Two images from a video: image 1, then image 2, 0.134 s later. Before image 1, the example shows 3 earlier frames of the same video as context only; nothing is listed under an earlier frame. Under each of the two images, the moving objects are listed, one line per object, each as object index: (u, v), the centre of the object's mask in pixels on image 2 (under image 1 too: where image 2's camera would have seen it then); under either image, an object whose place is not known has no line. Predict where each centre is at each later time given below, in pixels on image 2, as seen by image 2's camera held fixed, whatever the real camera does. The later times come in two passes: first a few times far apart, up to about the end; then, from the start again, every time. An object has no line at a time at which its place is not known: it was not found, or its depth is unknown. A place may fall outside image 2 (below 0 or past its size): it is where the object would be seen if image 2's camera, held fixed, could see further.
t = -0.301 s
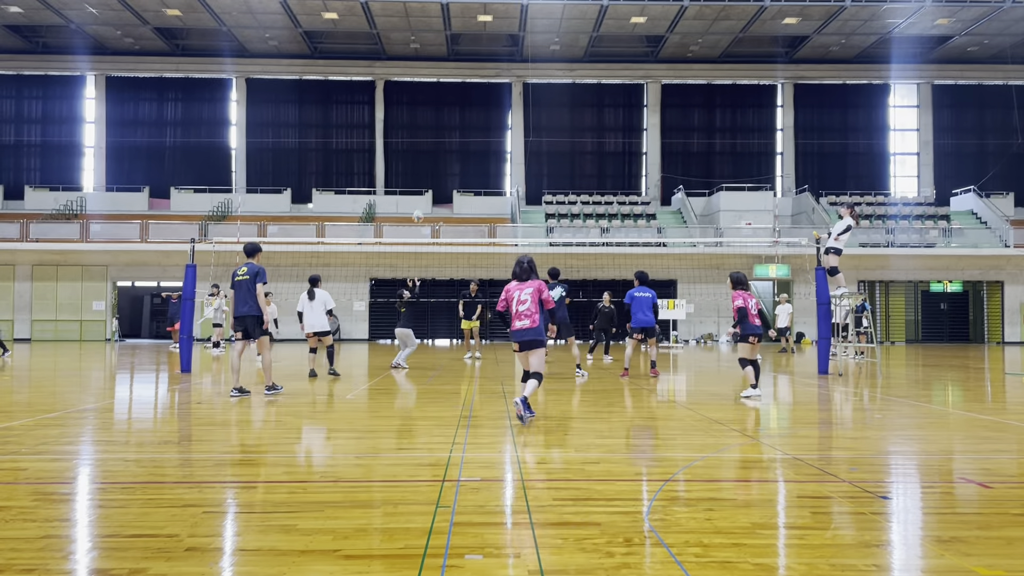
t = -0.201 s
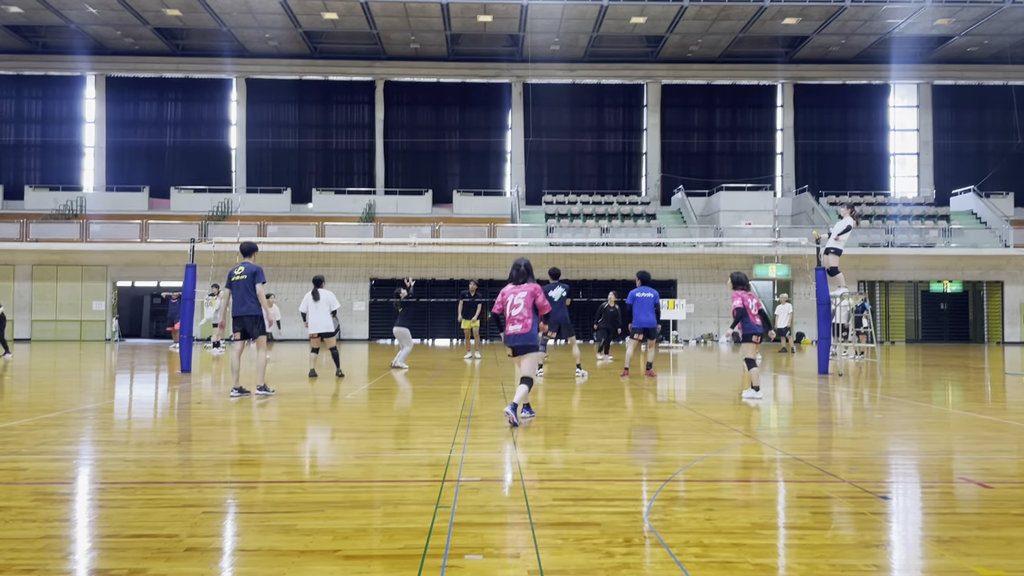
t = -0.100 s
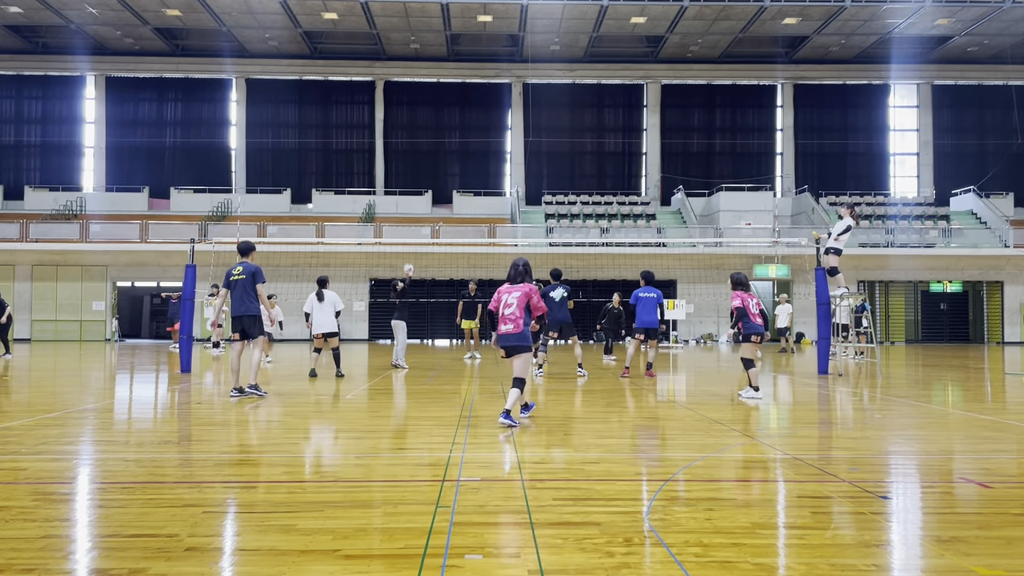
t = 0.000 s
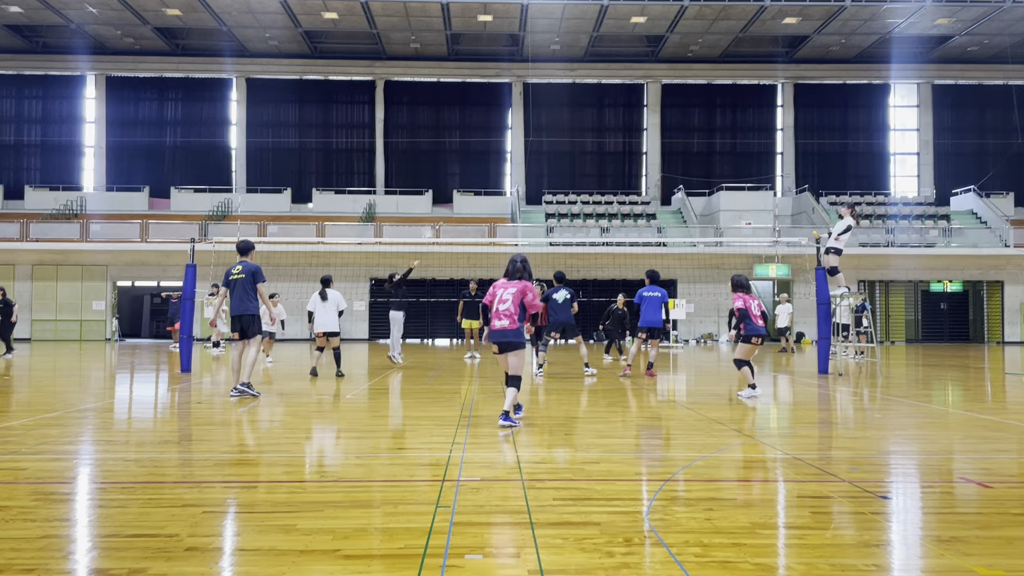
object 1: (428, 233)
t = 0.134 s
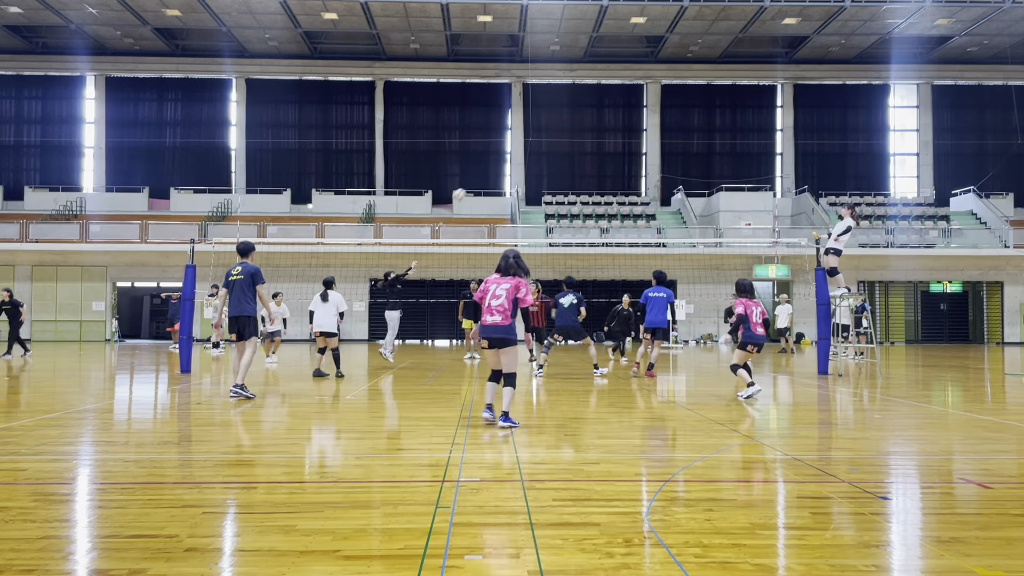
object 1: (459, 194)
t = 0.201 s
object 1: (474, 178)
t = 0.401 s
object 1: (518, 141)
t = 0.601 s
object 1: (561, 127)
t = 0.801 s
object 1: (603, 134)
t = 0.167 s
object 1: (467, 186)
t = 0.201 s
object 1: (474, 178)
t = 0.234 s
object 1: (481, 171)
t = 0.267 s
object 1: (489, 164)
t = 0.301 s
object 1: (496, 157)
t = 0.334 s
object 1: (502, 152)
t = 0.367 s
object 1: (511, 146)
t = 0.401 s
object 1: (518, 141)
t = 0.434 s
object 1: (526, 137)
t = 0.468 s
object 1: (533, 134)
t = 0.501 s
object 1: (540, 131)
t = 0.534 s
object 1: (547, 130)
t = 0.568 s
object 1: (554, 128)
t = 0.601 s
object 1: (561, 127)
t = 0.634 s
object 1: (569, 127)
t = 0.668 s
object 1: (576, 127)
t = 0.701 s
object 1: (583, 127)
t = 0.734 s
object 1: (589, 129)
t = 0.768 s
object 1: (596, 131)
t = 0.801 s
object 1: (603, 134)
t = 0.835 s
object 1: (610, 137)
